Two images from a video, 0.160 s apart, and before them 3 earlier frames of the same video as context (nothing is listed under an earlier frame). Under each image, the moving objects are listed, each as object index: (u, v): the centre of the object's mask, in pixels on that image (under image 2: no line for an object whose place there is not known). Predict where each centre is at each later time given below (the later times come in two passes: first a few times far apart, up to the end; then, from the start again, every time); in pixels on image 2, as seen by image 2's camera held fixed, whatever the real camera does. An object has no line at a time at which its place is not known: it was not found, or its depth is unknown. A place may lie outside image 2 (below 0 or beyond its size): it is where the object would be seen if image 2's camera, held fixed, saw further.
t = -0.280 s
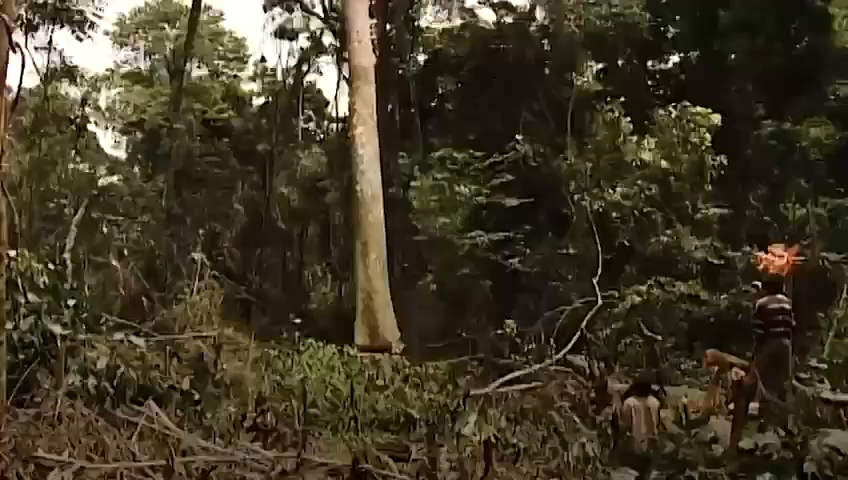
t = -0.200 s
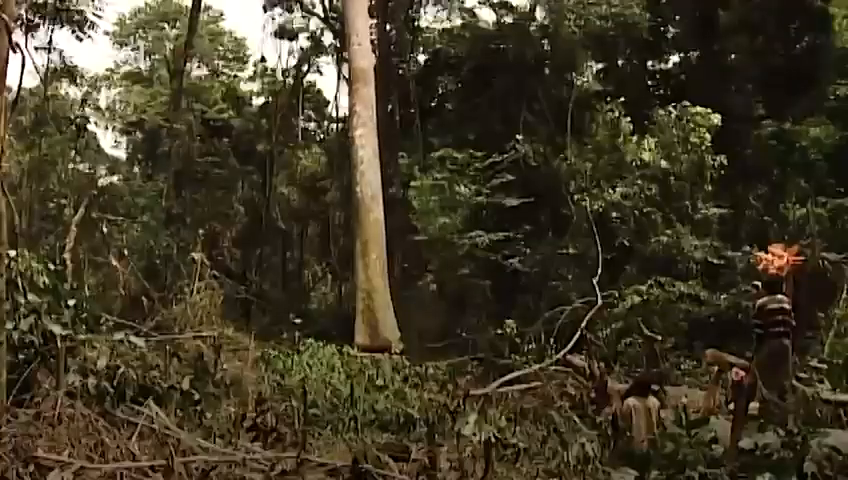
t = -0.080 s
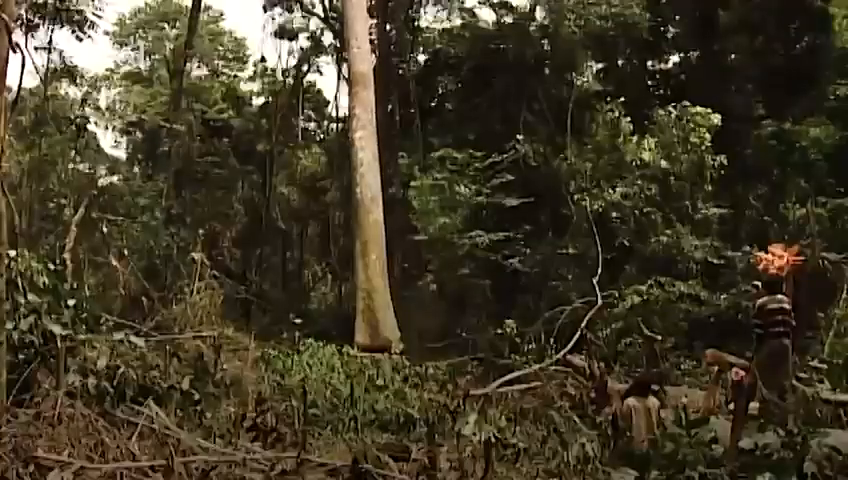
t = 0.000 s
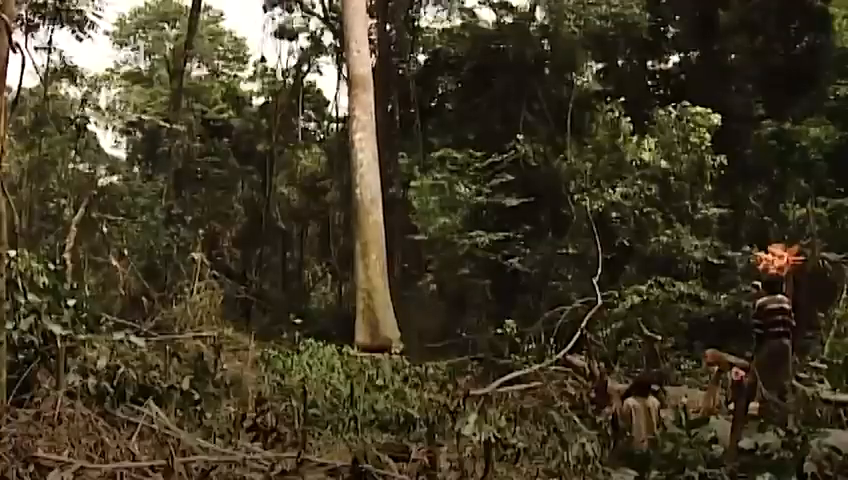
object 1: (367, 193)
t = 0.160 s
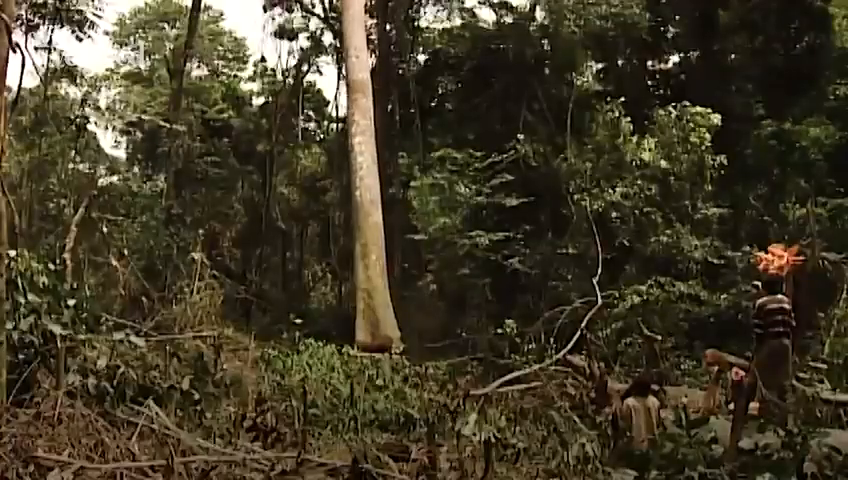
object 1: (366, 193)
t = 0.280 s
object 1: (365, 192)
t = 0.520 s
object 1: (364, 195)
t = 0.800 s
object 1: (363, 195)
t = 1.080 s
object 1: (361, 196)
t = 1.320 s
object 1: (359, 198)
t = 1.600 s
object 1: (357, 201)
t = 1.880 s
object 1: (355, 208)
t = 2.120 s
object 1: (353, 226)
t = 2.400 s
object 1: (352, 250)
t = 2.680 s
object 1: (346, 268)
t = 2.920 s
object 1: (346, 295)
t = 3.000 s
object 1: (345, 301)
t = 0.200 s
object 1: (366, 194)
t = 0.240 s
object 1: (365, 193)
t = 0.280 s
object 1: (365, 192)
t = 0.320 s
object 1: (365, 194)
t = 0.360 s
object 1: (365, 194)
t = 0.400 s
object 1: (365, 194)
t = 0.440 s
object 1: (364, 194)
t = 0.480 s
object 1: (364, 195)
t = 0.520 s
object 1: (364, 195)
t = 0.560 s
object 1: (364, 195)
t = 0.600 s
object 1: (364, 195)
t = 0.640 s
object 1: (364, 195)
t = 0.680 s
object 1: (363, 195)
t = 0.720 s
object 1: (363, 195)
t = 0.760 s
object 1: (363, 195)
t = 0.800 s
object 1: (363, 195)
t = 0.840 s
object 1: (362, 195)
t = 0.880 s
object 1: (362, 195)
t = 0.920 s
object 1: (362, 196)
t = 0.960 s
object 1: (362, 196)
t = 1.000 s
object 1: (361, 196)
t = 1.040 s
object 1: (361, 196)
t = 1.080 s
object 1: (361, 196)
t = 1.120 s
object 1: (360, 196)
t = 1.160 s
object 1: (360, 197)
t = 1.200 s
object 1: (360, 197)
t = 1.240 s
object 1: (360, 197)
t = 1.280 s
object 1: (359, 198)
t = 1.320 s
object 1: (359, 198)
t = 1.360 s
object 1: (359, 198)
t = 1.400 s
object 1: (359, 199)
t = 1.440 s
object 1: (358, 199)
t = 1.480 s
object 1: (358, 199)
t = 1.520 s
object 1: (358, 200)
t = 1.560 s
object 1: (358, 201)
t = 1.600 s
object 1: (357, 201)
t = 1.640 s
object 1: (357, 202)
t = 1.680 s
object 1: (356, 202)
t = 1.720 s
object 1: (356, 203)
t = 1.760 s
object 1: (356, 204)
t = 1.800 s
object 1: (356, 206)
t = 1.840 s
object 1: (355, 205)
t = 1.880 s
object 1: (355, 208)
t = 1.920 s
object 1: (355, 212)
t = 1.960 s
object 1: (354, 208)
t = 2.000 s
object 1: (354, 212)
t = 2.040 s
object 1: (354, 220)
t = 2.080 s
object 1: (353, 219)
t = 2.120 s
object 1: (353, 226)
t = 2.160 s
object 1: (353, 231)
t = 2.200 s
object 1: (352, 228)
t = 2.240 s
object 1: (353, 240)
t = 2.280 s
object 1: (353, 243)
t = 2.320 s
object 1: (353, 246)
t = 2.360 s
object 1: (353, 249)
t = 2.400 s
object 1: (352, 250)
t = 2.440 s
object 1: (351, 254)
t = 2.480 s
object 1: (350, 256)
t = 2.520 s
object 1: (350, 260)
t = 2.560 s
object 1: (349, 263)
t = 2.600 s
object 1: (349, 267)
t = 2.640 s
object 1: (348, 269)
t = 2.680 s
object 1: (346, 268)
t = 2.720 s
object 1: (346, 277)
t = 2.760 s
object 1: (346, 280)
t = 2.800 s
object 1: (346, 284)
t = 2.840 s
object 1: (346, 287)
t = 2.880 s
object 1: (346, 291)
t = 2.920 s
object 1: (346, 295)
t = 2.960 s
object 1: (346, 299)
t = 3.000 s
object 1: (345, 301)
